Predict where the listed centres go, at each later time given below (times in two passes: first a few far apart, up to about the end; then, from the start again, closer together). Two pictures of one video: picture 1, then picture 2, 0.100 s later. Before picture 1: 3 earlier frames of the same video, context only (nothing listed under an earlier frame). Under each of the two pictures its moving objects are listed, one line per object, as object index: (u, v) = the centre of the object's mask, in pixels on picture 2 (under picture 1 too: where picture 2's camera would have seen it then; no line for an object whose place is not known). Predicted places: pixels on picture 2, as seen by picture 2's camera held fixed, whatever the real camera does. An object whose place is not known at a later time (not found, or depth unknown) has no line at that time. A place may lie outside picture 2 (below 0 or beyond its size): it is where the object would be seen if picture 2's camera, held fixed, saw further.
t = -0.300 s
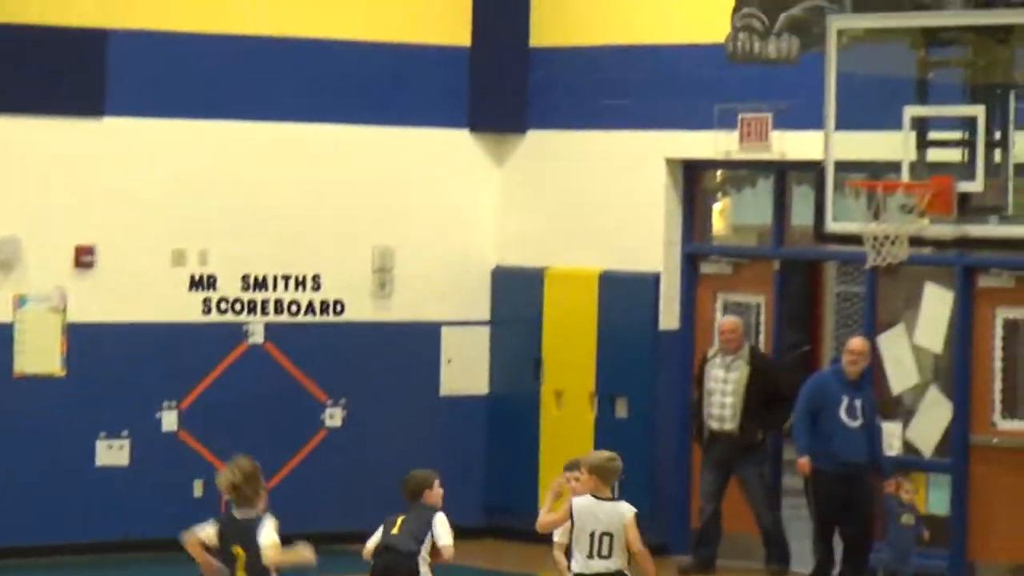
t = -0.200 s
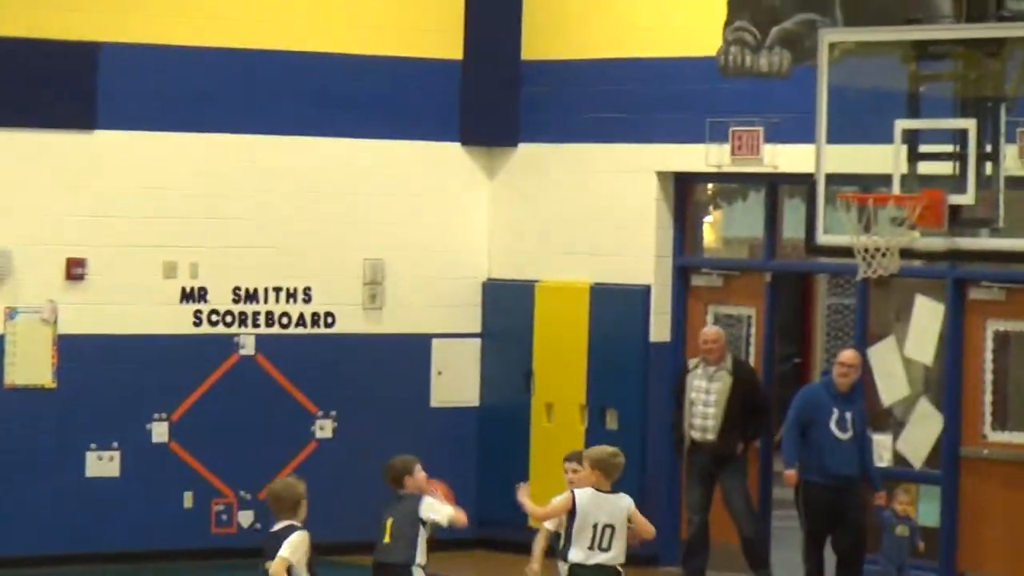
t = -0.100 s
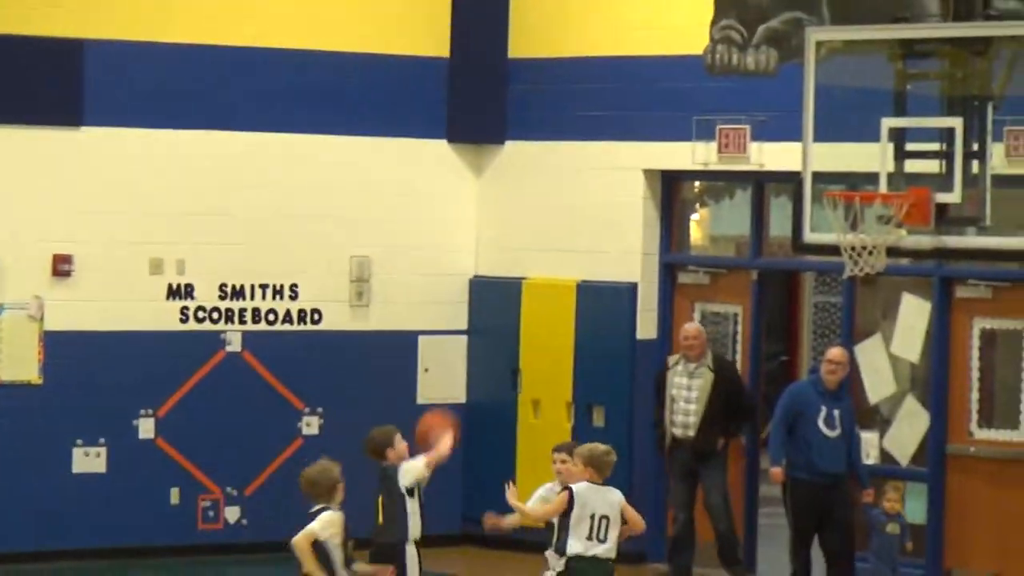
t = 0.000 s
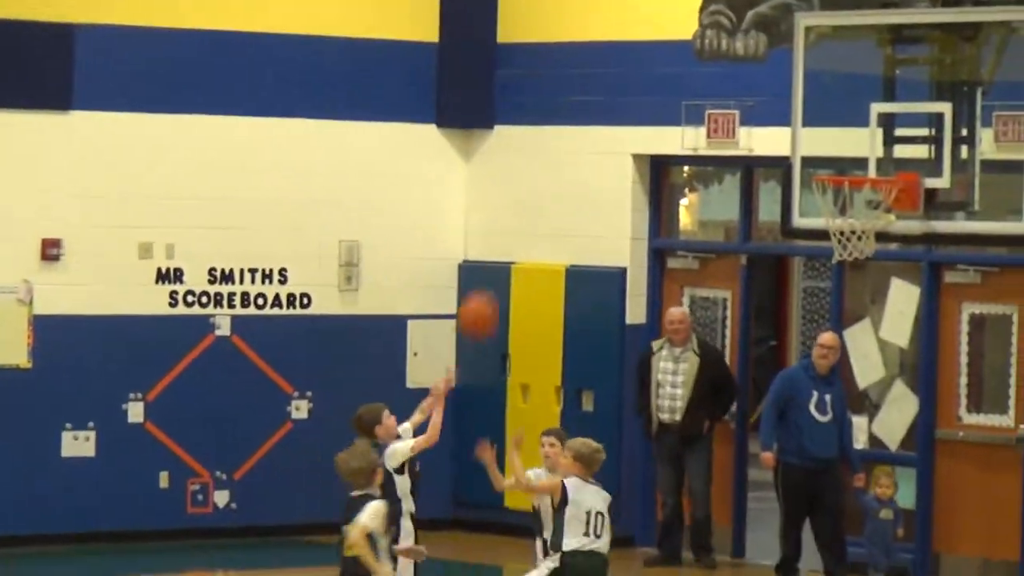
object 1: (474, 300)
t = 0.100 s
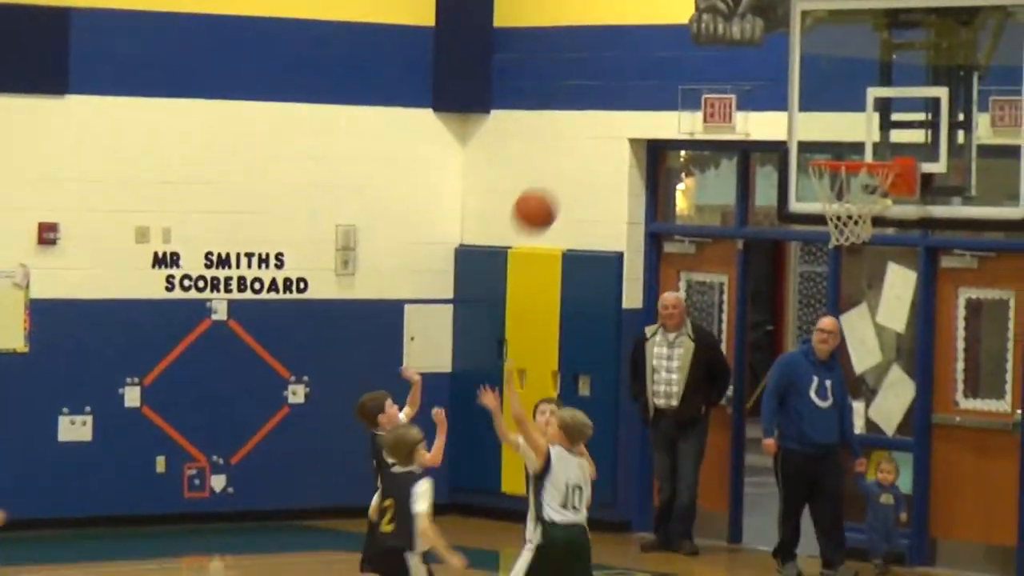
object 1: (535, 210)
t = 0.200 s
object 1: (594, 139)
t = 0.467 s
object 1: (746, 38)
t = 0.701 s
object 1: (871, 57)
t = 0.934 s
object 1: (878, 141)
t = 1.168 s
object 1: (833, 92)
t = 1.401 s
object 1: (783, 146)
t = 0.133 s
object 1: (554, 185)
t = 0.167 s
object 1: (575, 161)
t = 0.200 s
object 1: (594, 139)
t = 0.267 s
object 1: (634, 100)
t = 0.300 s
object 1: (653, 85)
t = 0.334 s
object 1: (671, 72)
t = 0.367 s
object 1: (689, 61)
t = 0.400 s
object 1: (708, 51)
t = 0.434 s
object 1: (727, 44)
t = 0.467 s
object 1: (746, 38)
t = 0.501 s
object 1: (764, 34)
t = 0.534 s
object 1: (782, 34)
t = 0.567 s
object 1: (800, 35)
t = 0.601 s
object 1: (819, 37)
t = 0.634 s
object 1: (836, 42)
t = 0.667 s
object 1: (853, 49)
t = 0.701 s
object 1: (871, 57)
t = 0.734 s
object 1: (889, 67)
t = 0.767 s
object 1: (906, 80)
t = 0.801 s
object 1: (906, 91)
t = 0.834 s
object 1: (899, 104)
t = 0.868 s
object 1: (892, 118)
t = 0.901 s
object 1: (885, 135)
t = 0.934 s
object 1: (878, 141)
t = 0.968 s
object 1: (872, 128)
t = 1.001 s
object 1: (866, 117)
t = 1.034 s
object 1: (859, 108)
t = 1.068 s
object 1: (853, 101)
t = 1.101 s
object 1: (847, 96)
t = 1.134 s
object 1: (840, 93)
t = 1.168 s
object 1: (833, 92)
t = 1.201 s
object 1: (826, 93)
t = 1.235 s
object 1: (820, 96)
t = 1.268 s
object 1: (814, 101)
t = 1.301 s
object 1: (806, 109)
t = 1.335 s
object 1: (798, 119)
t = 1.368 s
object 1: (791, 131)
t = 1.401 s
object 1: (783, 146)
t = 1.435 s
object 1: (776, 162)
